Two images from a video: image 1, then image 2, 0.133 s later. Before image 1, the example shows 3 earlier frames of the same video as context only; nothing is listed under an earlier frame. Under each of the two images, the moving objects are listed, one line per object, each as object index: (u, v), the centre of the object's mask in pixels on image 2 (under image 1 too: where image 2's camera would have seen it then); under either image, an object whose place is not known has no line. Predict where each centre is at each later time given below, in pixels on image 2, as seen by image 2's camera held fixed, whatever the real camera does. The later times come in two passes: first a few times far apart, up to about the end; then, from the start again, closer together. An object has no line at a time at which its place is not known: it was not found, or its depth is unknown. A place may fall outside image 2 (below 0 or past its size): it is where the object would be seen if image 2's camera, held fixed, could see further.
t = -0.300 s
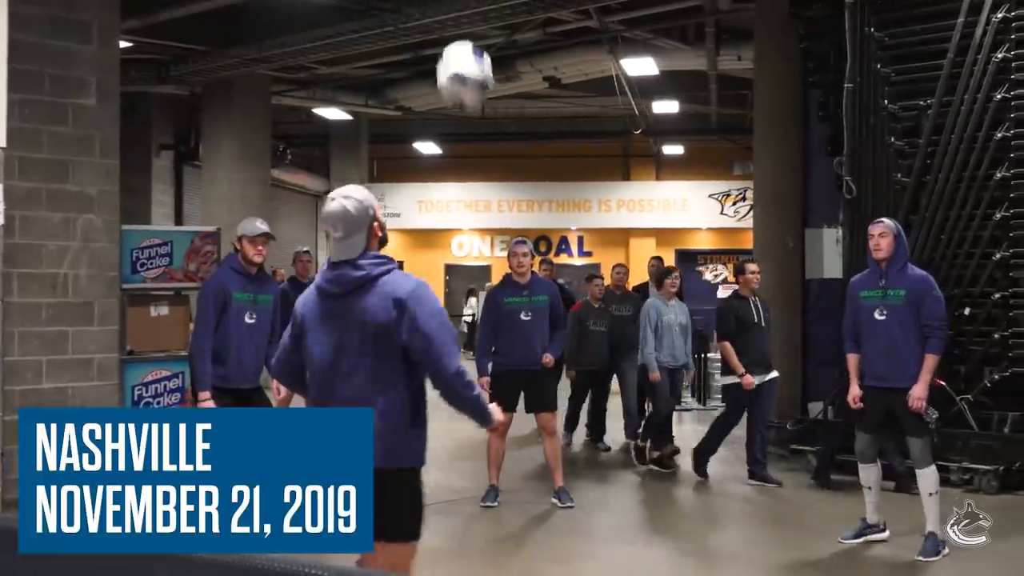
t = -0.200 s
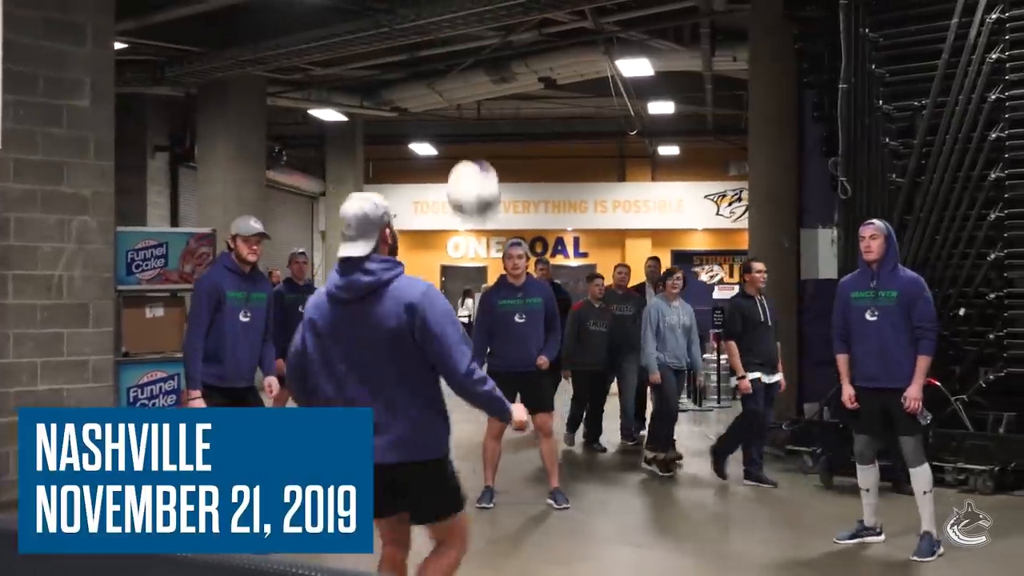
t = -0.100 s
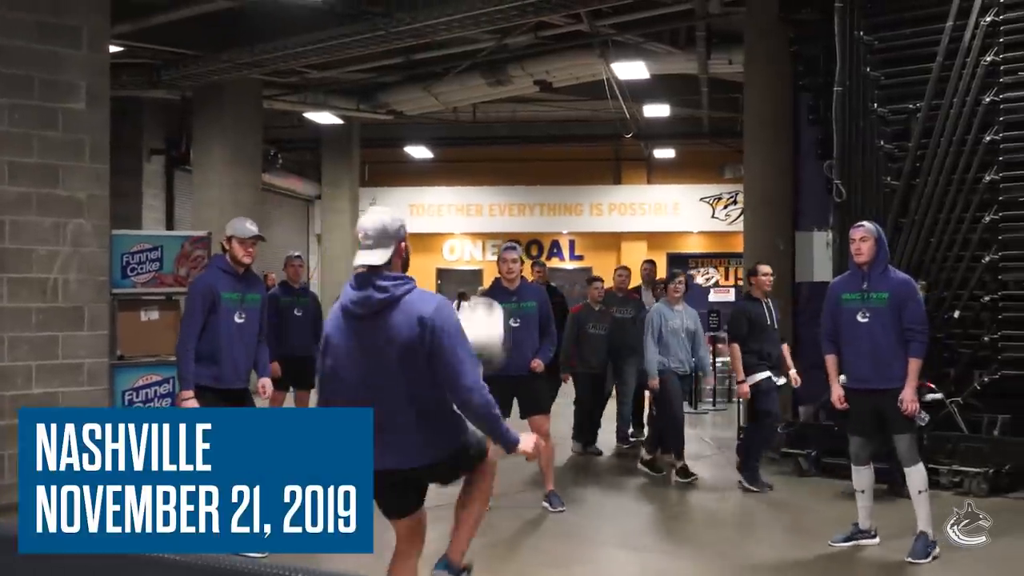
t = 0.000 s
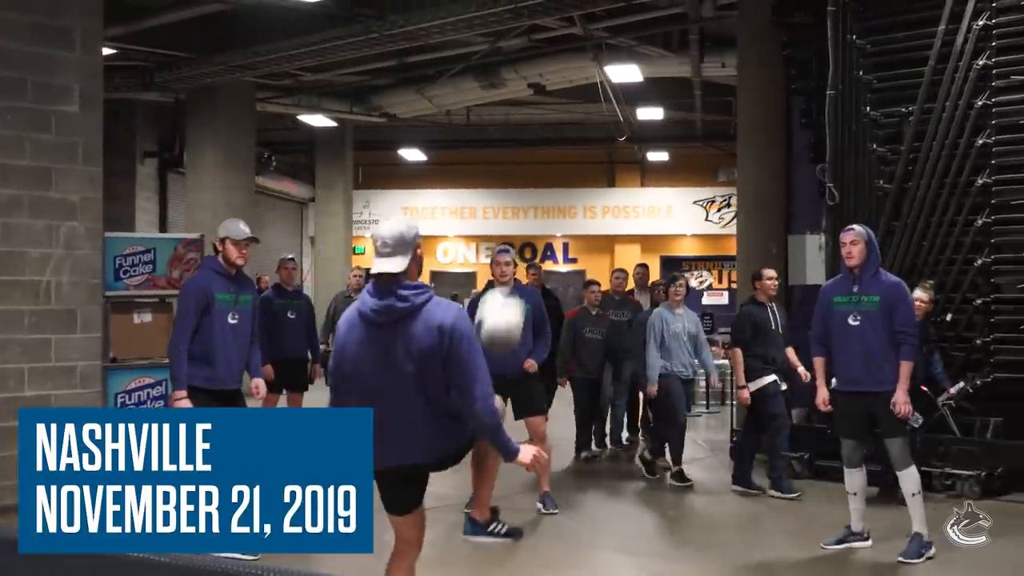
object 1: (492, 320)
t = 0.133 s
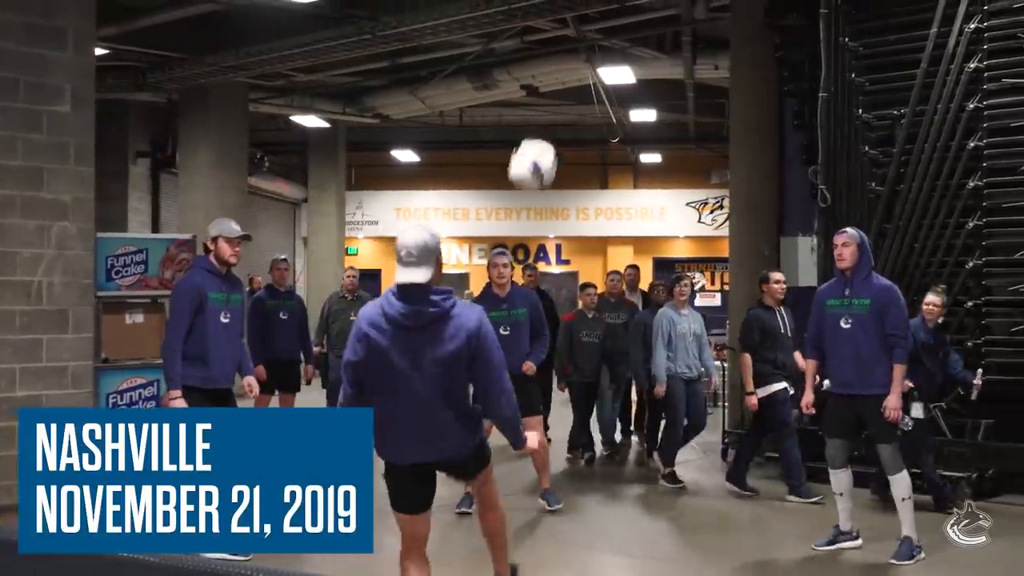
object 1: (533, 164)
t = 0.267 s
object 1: (567, 63)
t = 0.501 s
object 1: (617, 2)
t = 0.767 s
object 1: (666, 35)
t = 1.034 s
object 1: (707, 186)
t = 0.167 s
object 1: (542, 136)
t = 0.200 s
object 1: (551, 109)
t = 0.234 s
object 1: (560, 85)
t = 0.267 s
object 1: (567, 63)
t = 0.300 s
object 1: (576, 46)
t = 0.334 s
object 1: (583, 32)
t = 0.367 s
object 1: (591, 20)
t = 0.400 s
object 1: (597, 13)
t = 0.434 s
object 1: (604, 8)
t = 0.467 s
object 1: (611, 4)
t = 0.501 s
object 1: (617, 2)
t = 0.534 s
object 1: (626, 0)
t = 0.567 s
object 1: (632, 0)
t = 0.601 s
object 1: (638, 1)
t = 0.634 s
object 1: (644, 2)
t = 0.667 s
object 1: (650, 6)
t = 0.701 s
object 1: (656, 13)
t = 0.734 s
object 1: (662, 24)
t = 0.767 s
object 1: (666, 35)
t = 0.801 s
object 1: (672, 48)
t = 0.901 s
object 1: (686, 99)
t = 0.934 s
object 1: (692, 119)
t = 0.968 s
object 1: (697, 141)
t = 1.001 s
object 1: (702, 163)
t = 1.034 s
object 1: (707, 186)
